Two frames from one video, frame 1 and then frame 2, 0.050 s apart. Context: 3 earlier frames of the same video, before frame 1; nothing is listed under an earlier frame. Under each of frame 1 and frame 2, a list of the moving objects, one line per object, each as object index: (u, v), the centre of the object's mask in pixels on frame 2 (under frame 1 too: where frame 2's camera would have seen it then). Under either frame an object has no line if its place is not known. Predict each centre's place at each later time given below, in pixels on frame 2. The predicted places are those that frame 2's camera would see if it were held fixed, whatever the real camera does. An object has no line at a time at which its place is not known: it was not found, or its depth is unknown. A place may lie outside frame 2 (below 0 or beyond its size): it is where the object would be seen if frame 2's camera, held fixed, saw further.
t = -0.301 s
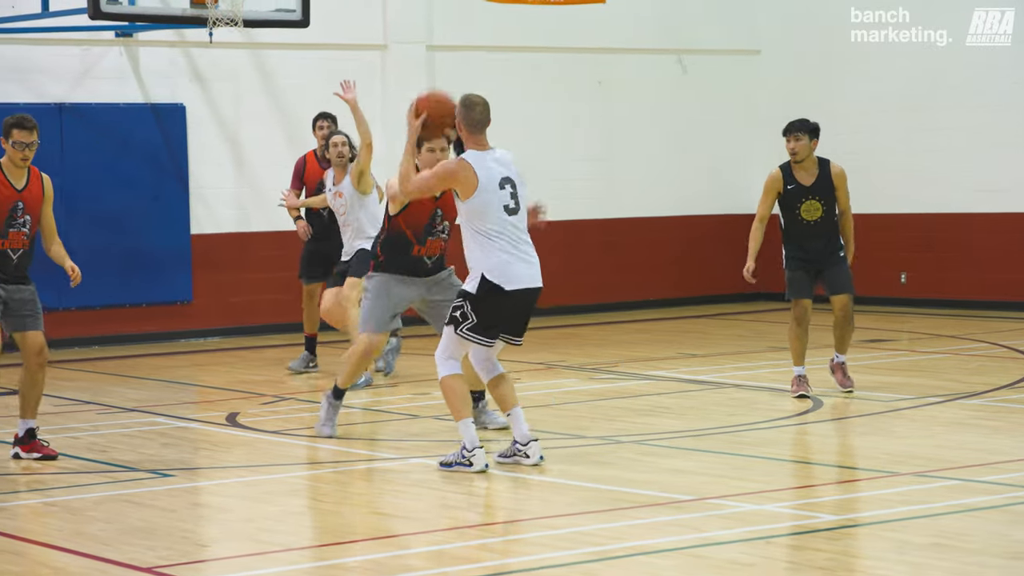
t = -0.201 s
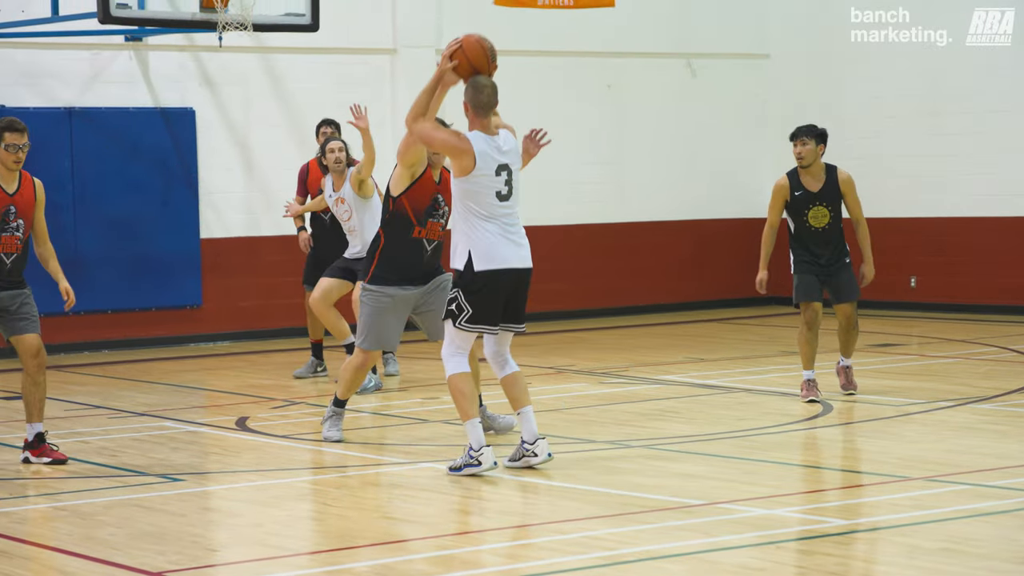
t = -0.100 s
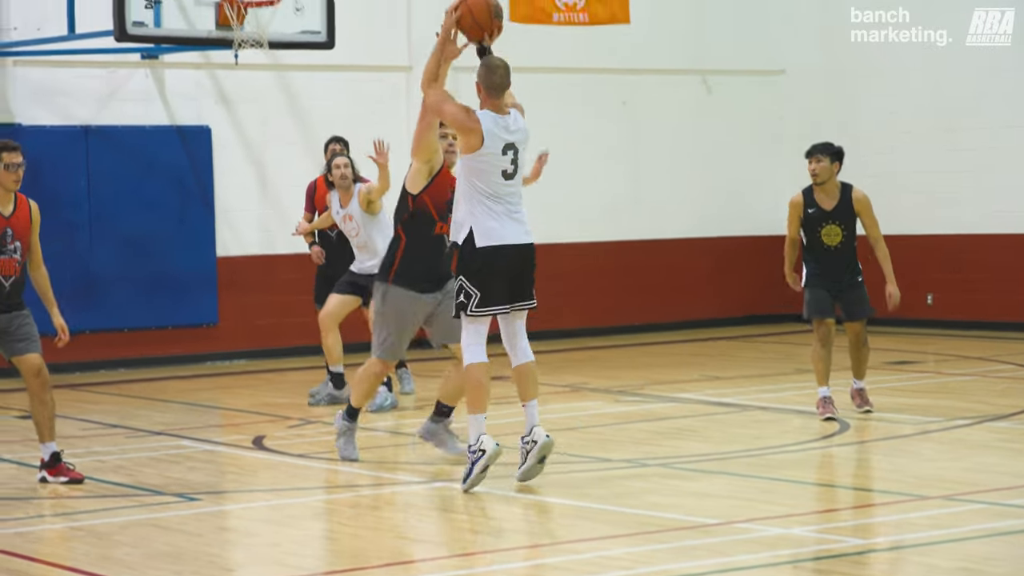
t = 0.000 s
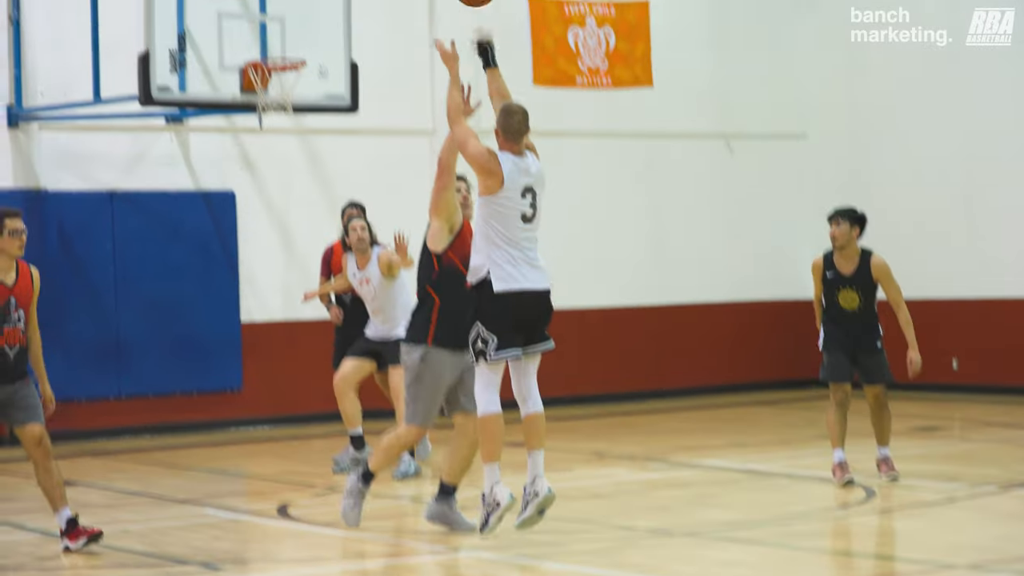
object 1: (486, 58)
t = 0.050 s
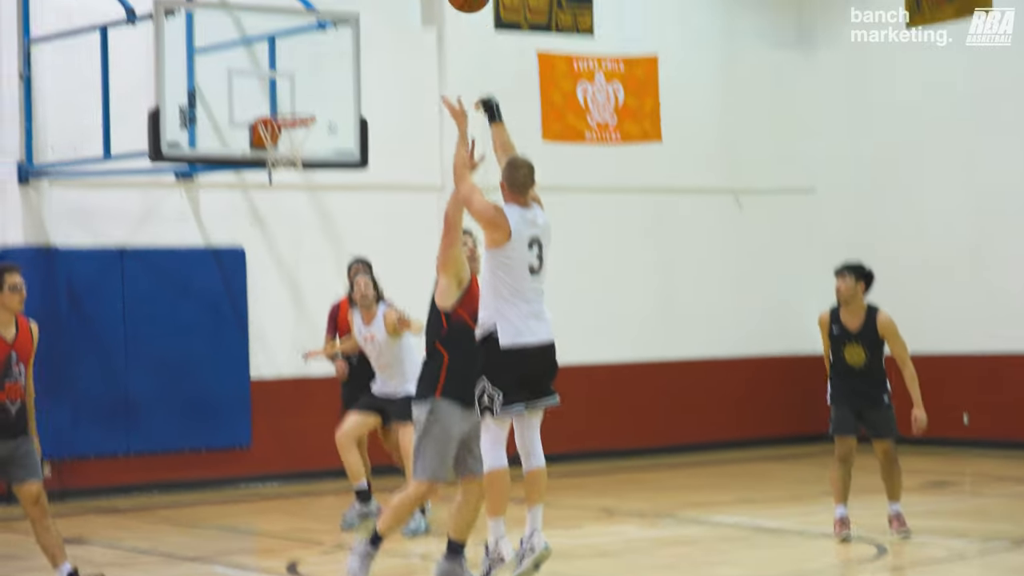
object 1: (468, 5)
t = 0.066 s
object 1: (463, -13)
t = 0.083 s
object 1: (459, -30)
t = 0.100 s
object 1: (454, -47)
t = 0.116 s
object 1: (450, -63)
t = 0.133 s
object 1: (445, -76)
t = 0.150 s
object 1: (441, -88)
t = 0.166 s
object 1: (437, -99)
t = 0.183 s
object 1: (432, -109)
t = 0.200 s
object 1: (429, -119)
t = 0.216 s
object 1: (425, -128)
